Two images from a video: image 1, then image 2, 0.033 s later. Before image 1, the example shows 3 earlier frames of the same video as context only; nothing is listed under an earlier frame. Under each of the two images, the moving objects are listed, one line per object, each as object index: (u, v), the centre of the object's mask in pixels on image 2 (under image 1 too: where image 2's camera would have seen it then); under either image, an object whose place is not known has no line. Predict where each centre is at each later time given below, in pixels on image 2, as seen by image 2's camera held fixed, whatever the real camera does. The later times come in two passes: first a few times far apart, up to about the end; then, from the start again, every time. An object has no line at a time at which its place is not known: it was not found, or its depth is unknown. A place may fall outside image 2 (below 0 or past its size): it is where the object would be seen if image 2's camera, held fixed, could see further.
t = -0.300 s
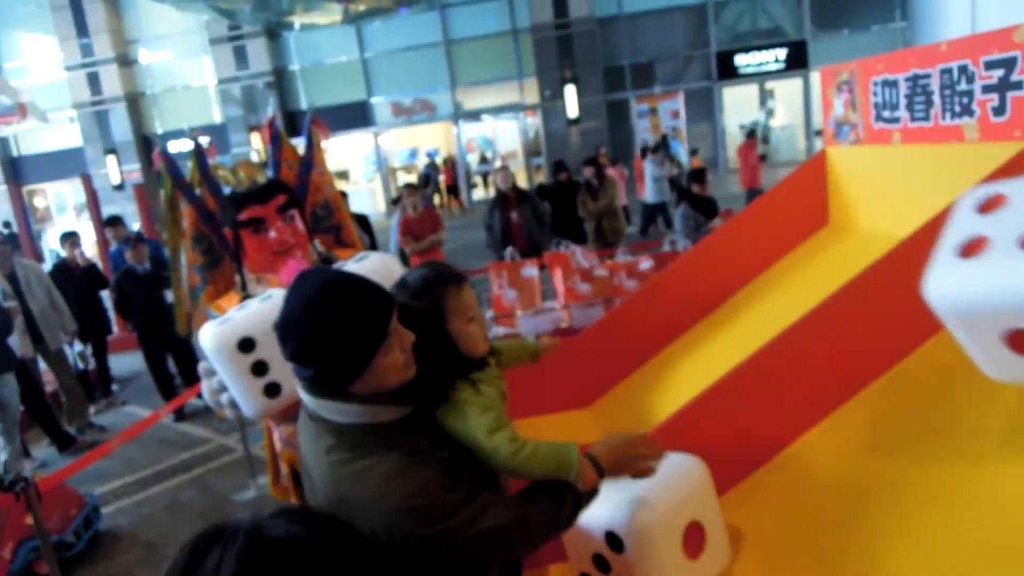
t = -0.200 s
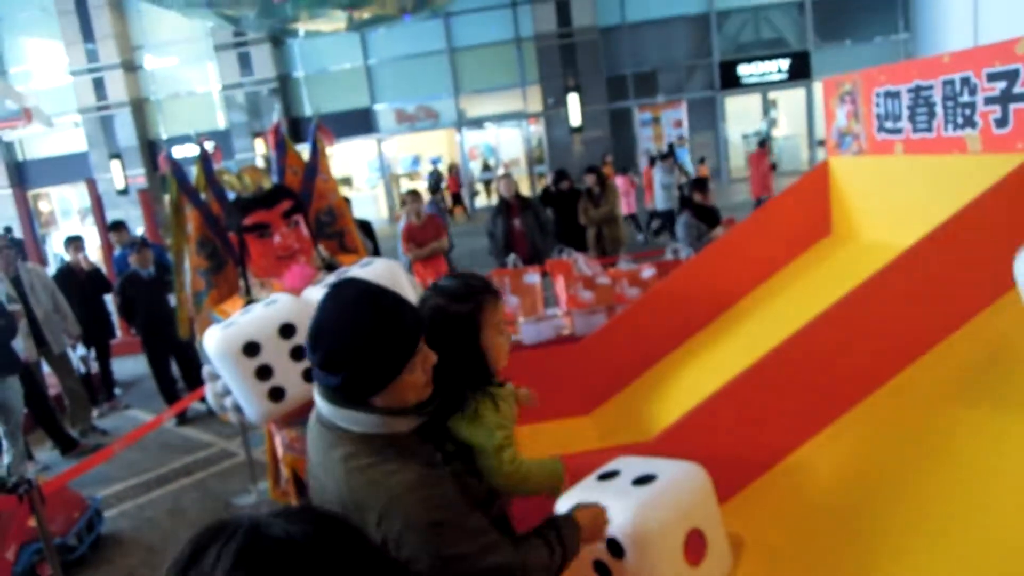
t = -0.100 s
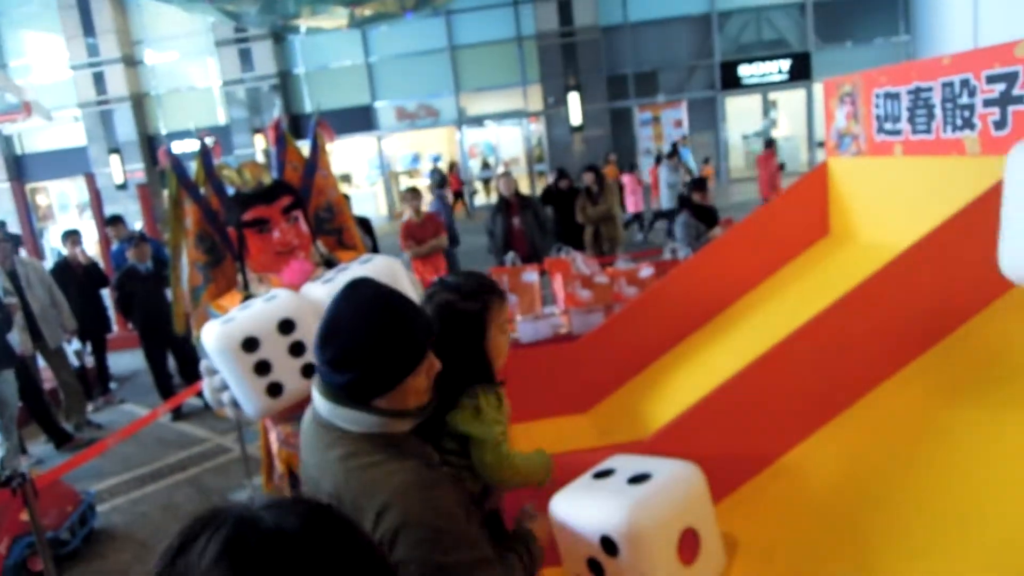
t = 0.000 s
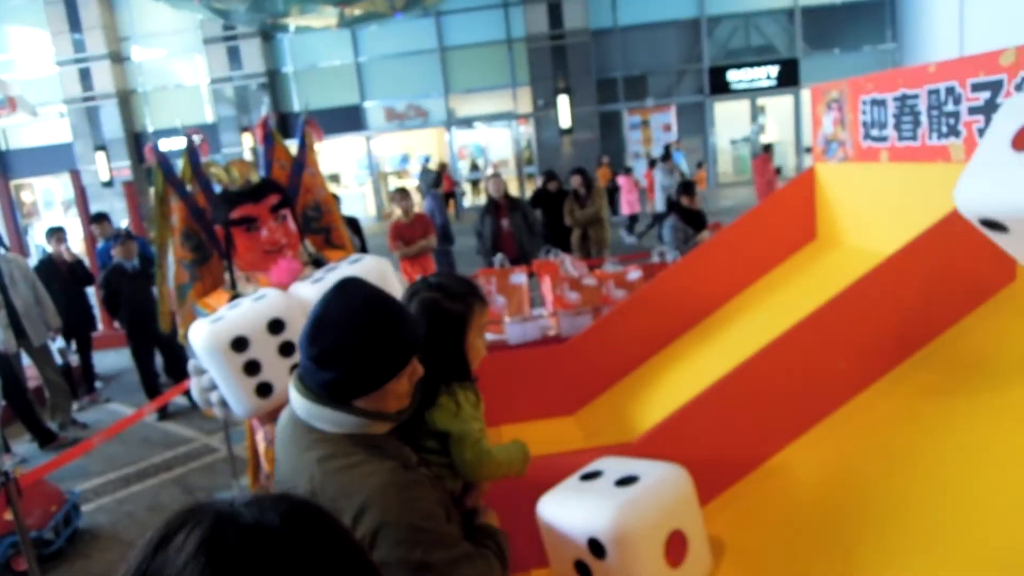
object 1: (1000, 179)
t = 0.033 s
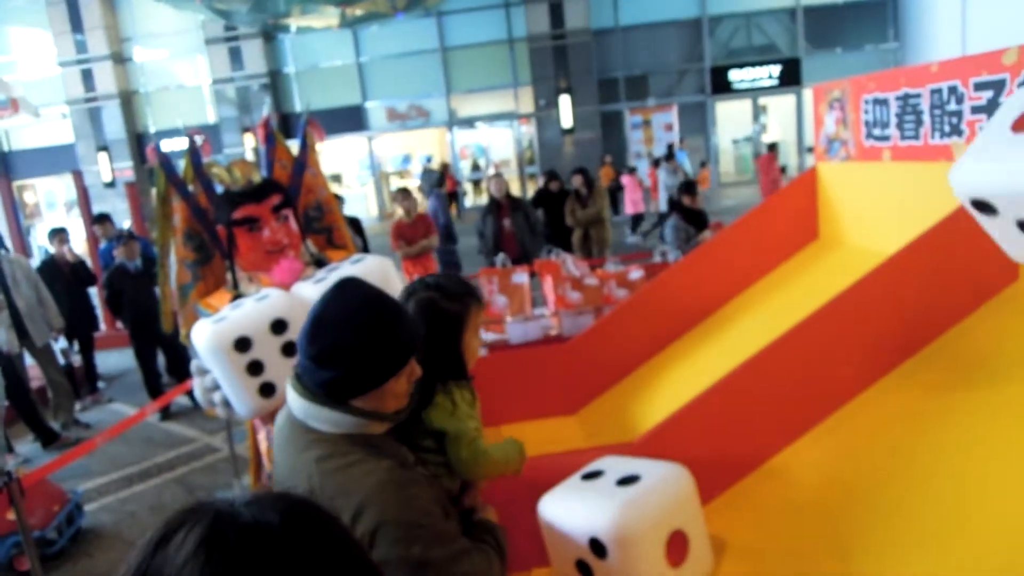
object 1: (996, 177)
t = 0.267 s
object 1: (980, 227)
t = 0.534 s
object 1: (973, 277)
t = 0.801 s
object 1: (958, 332)
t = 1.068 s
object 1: (931, 438)
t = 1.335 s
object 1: (820, 515)
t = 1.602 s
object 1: (689, 552)
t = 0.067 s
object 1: (994, 179)
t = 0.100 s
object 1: (991, 182)
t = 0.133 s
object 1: (988, 187)
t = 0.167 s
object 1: (985, 192)
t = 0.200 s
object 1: (983, 198)
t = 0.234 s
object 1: (981, 210)
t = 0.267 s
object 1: (980, 227)
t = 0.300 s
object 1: (979, 247)
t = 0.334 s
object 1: (977, 272)
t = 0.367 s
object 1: (976, 298)
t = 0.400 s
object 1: (975, 302)
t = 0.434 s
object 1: (975, 292)
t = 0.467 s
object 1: (975, 285)
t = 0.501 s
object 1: (974, 279)
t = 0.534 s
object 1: (973, 277)
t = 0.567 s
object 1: (973, 277)
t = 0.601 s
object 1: (972, 280)
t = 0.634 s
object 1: (971, 287)
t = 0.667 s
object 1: (970, 298)
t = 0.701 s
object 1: (967, 313)
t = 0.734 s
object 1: (965, 330)
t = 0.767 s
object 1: (961, 329)
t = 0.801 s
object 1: (958, 332)
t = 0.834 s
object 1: (956, 336)
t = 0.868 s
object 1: (954, 345)
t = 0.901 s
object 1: (952, 357)
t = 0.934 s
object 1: (950, 371)
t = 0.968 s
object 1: (947, 388)
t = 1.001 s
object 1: (944, 404)
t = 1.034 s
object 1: (938, 421)
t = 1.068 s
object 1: (931, 438)
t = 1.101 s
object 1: (921, 443)
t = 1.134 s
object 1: (907, 451)
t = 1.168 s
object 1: (892, 463)
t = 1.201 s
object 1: (878, 473)
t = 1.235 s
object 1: (865, 484)
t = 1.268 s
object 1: (850, 492)
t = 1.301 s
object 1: (835, 502)
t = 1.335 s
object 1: (820, 515)
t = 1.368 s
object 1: (798, 524)
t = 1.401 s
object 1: (780, 536)
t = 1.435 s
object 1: (762, 541)
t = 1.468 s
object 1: (743, 541)
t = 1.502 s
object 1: (725, 540)
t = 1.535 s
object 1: (713, 542)
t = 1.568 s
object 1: (701, 546)
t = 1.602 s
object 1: (689, 552)
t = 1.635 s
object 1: (676, 559)
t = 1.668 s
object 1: (660, 567)
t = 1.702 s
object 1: (643, 575)
